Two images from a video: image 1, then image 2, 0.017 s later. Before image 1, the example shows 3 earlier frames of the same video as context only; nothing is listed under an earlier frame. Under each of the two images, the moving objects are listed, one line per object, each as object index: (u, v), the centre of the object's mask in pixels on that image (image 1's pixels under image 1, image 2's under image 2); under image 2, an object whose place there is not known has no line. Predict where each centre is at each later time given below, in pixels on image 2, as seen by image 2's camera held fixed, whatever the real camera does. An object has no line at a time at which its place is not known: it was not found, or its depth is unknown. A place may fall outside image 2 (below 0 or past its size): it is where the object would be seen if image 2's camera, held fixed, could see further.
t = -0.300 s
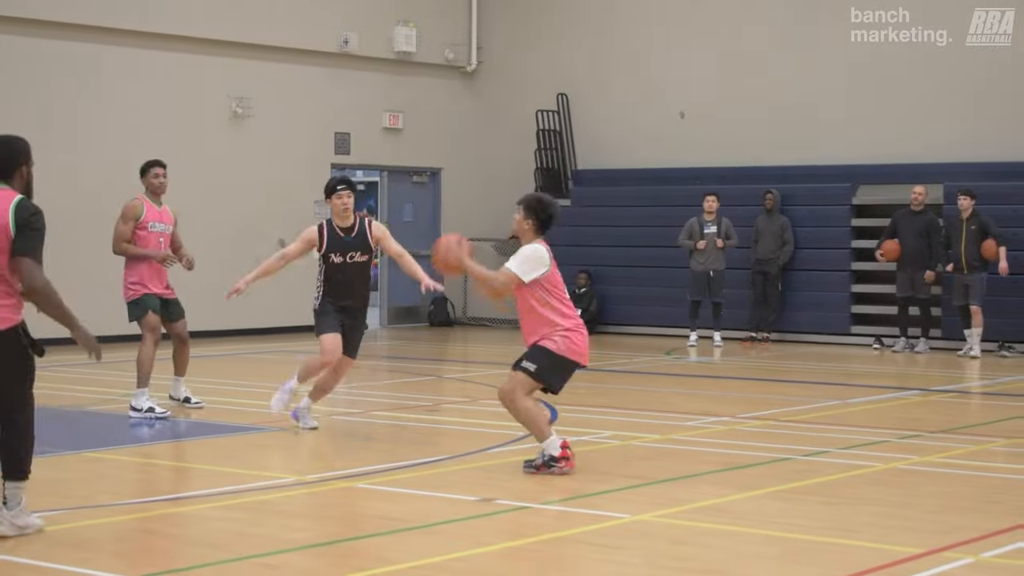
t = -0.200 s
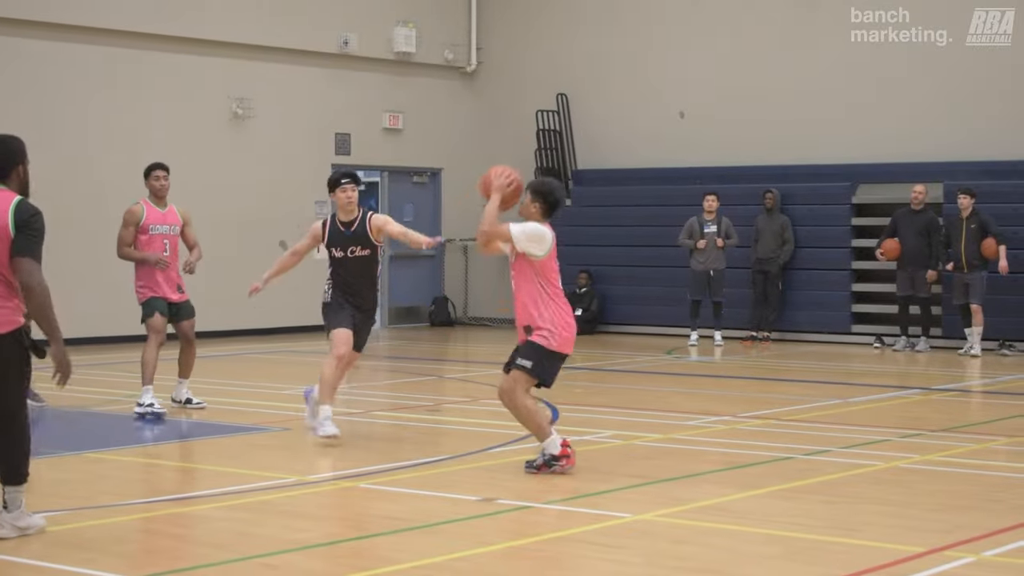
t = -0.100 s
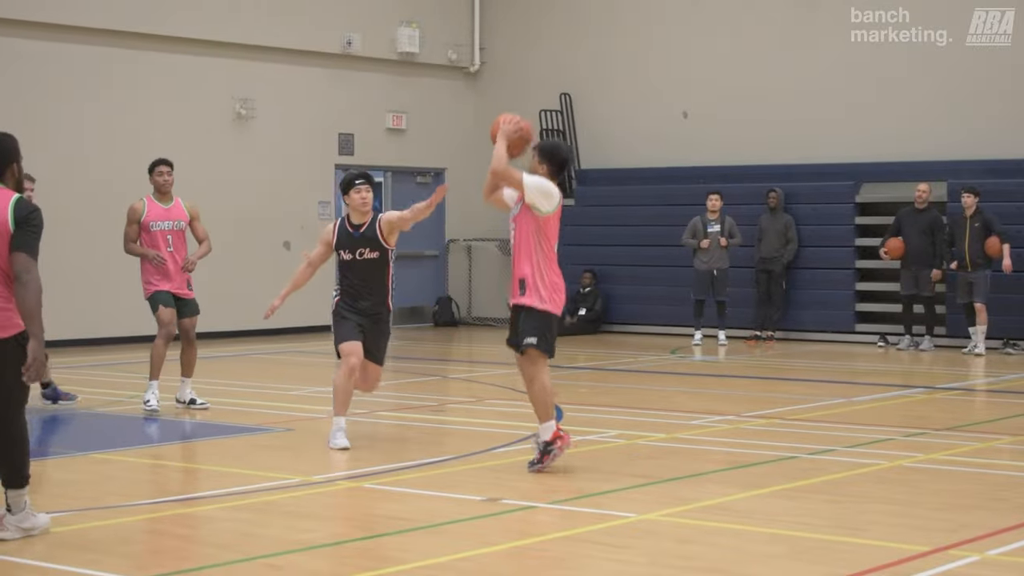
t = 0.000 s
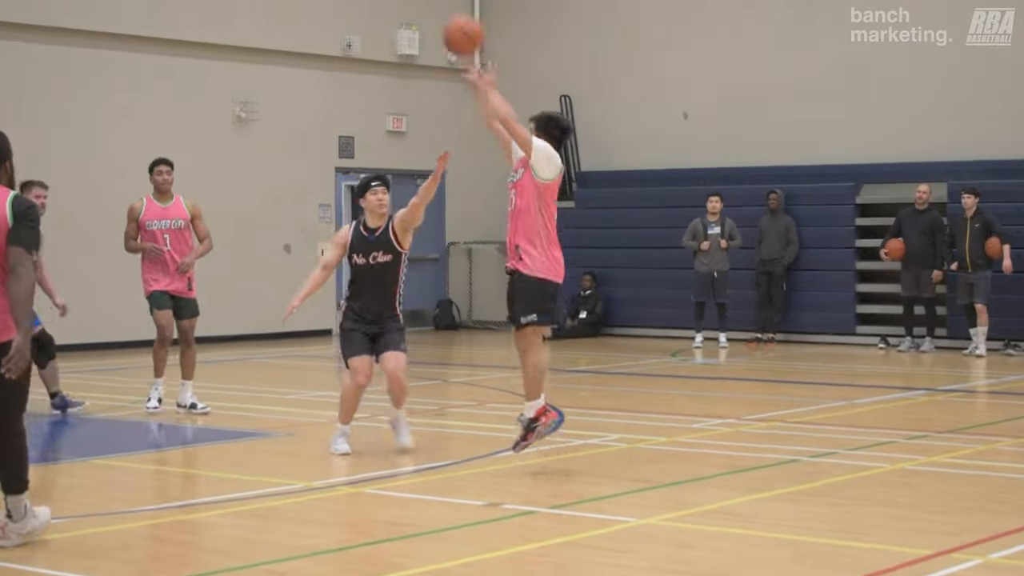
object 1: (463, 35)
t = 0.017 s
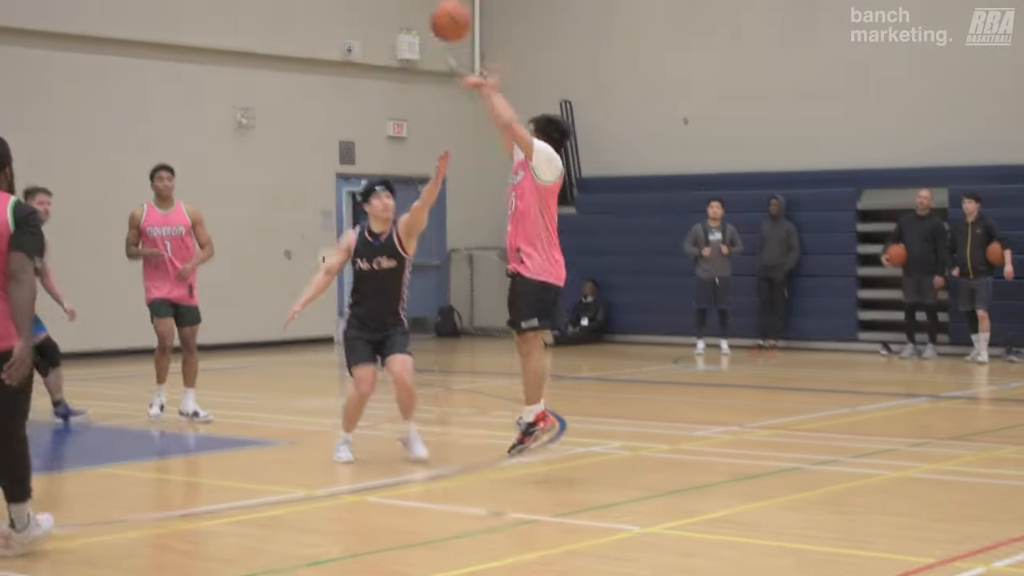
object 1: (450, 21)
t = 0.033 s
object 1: (437, 5)
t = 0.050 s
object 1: (423, -9)
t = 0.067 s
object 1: (412, -25)
